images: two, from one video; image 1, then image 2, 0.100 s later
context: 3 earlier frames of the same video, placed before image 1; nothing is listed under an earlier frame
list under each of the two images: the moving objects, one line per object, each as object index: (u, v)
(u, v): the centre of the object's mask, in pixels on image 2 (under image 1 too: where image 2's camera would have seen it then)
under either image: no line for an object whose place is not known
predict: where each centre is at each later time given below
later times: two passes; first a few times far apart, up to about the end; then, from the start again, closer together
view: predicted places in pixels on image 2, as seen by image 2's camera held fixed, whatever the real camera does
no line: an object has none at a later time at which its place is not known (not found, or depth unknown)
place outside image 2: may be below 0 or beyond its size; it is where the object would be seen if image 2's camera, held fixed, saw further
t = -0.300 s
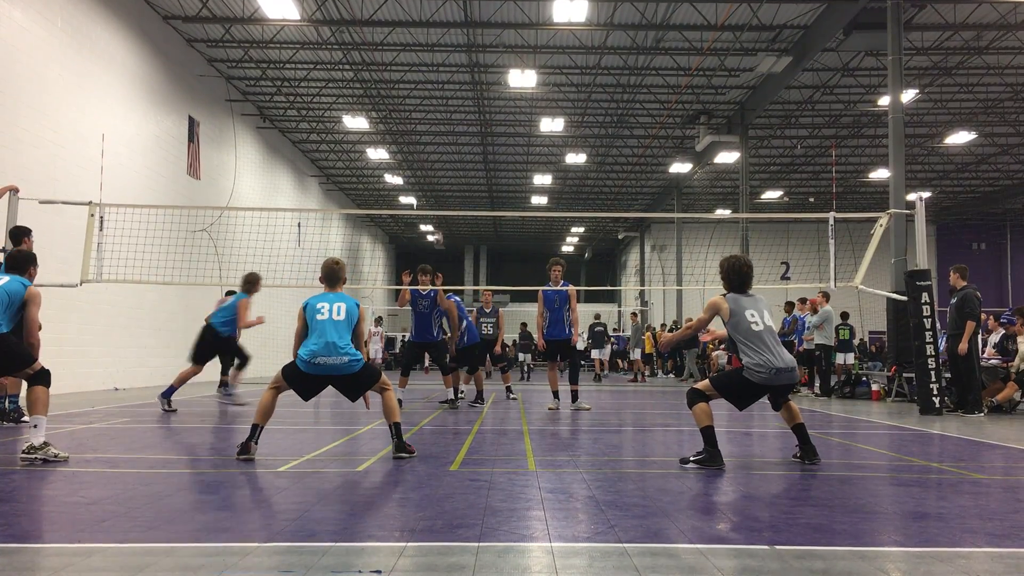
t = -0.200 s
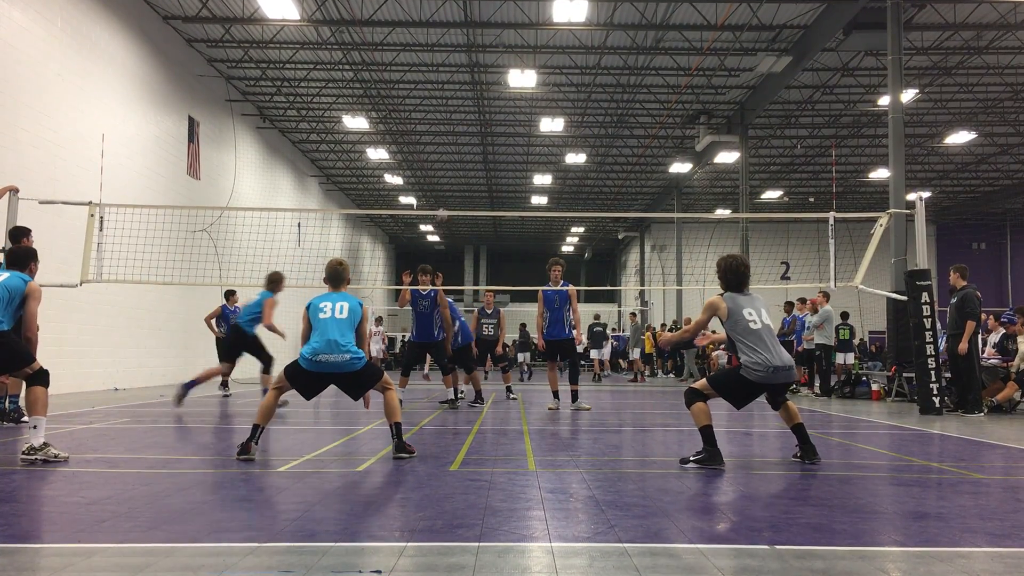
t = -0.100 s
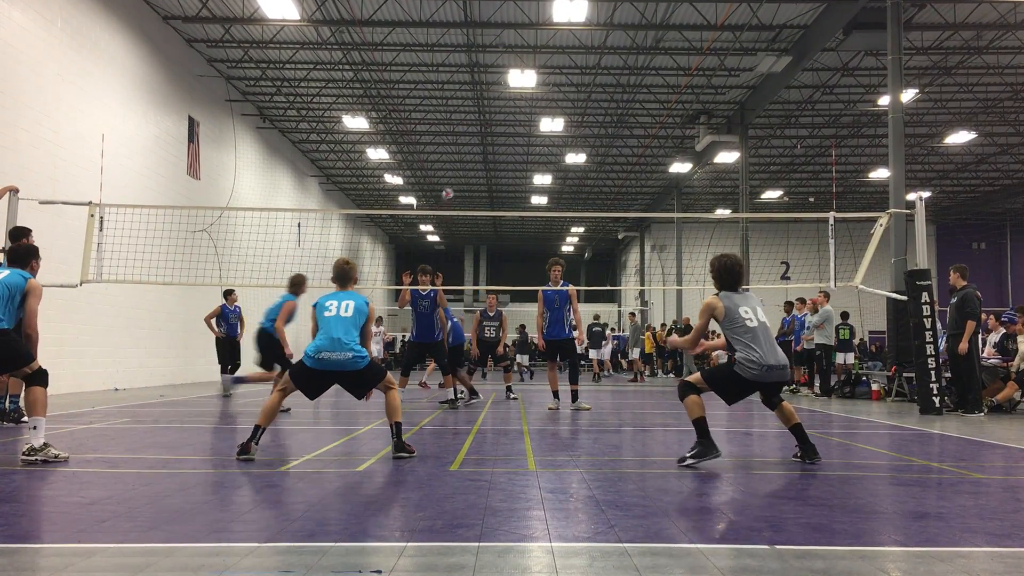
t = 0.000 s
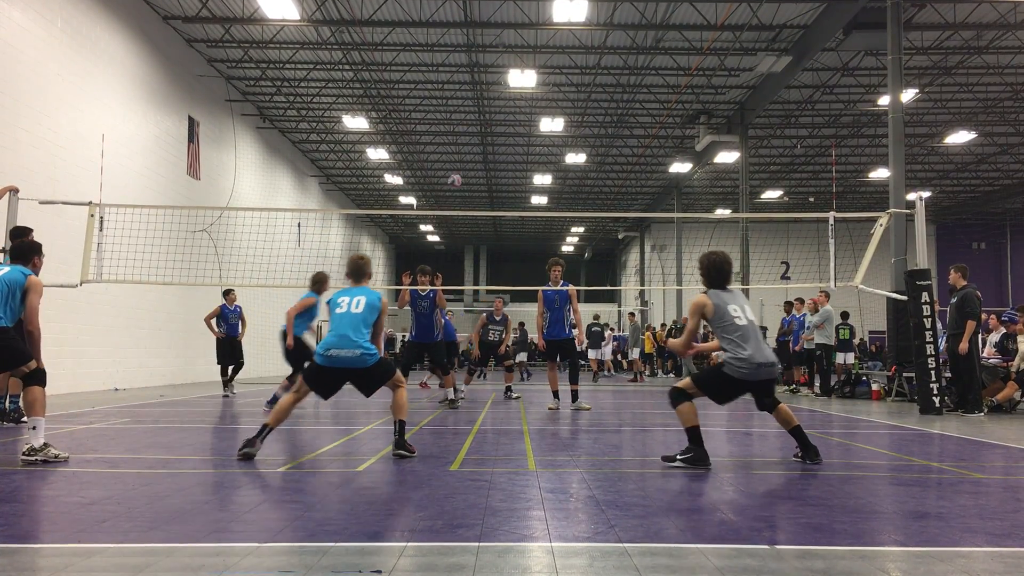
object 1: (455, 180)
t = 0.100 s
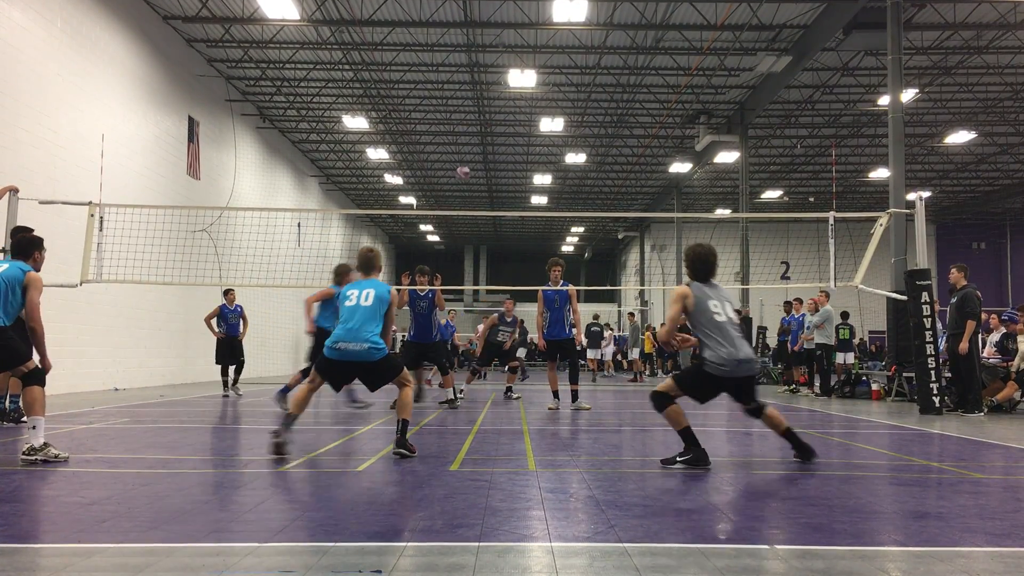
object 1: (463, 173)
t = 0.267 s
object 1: (482, 180)
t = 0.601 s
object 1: (550, 328)
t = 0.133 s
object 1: (466, 172)
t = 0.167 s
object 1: (470, 172)
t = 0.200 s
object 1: (473, 173)
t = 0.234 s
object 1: (477, 176)
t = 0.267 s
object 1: (482, 180)
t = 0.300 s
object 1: (486, 185)
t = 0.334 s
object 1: (490, 191)
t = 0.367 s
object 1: (496, 199)
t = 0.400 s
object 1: (502, 210)
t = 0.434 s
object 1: (508, 224)
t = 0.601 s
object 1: (550, 328)
